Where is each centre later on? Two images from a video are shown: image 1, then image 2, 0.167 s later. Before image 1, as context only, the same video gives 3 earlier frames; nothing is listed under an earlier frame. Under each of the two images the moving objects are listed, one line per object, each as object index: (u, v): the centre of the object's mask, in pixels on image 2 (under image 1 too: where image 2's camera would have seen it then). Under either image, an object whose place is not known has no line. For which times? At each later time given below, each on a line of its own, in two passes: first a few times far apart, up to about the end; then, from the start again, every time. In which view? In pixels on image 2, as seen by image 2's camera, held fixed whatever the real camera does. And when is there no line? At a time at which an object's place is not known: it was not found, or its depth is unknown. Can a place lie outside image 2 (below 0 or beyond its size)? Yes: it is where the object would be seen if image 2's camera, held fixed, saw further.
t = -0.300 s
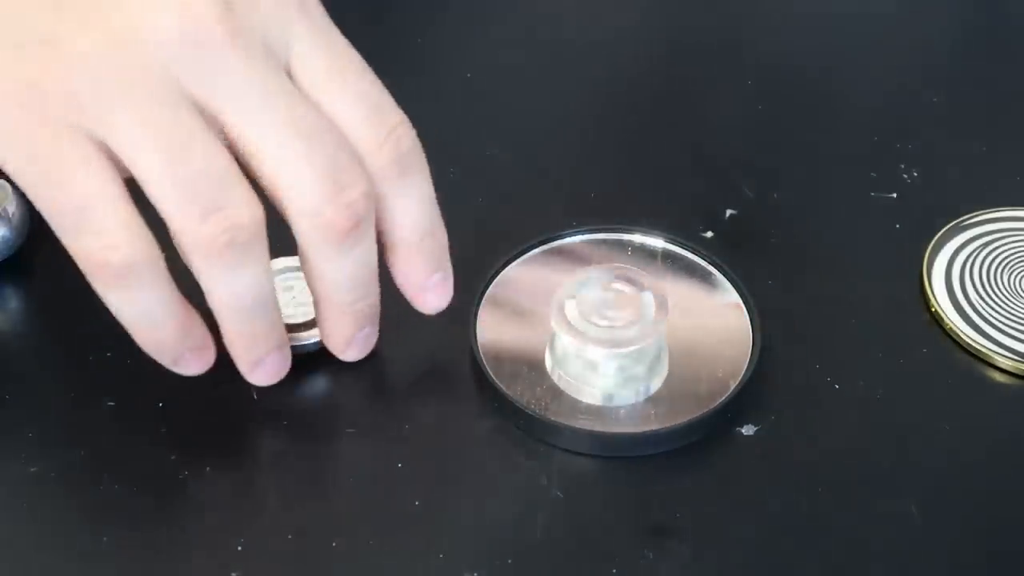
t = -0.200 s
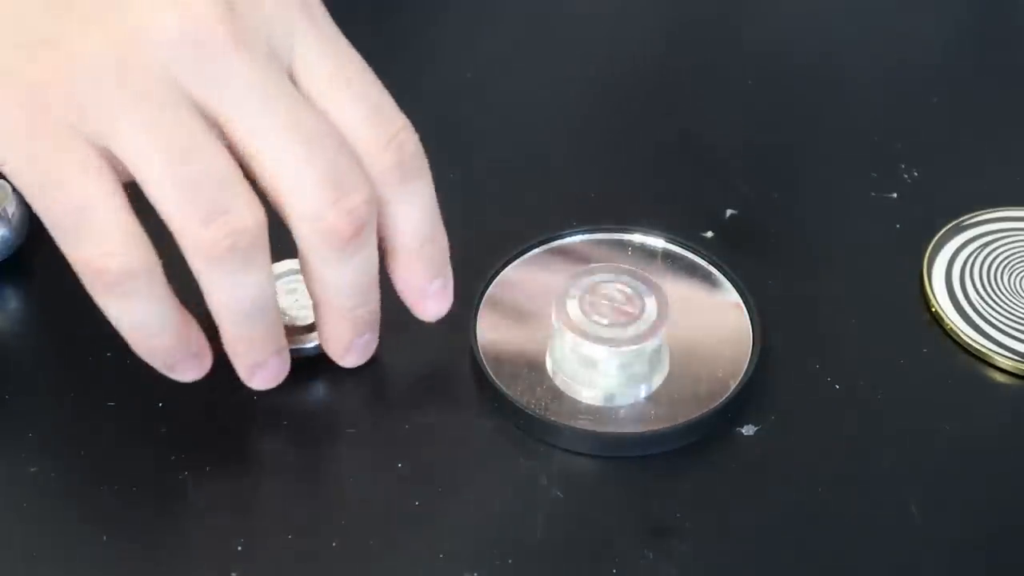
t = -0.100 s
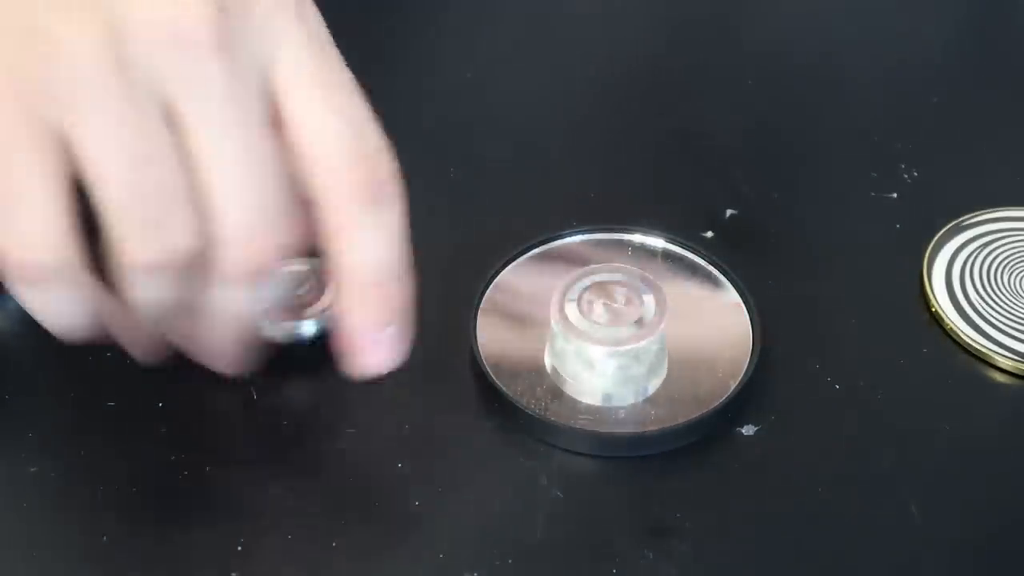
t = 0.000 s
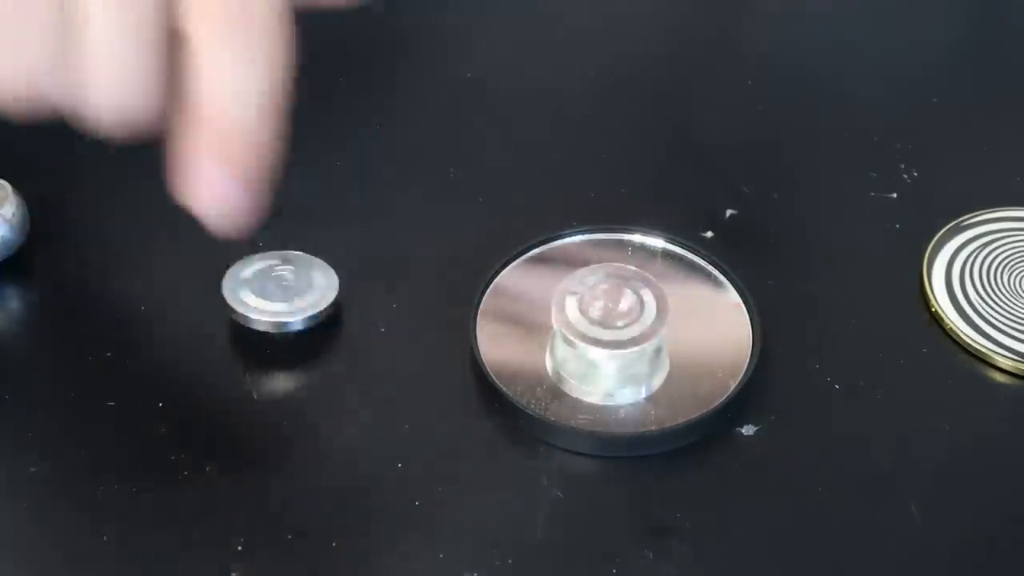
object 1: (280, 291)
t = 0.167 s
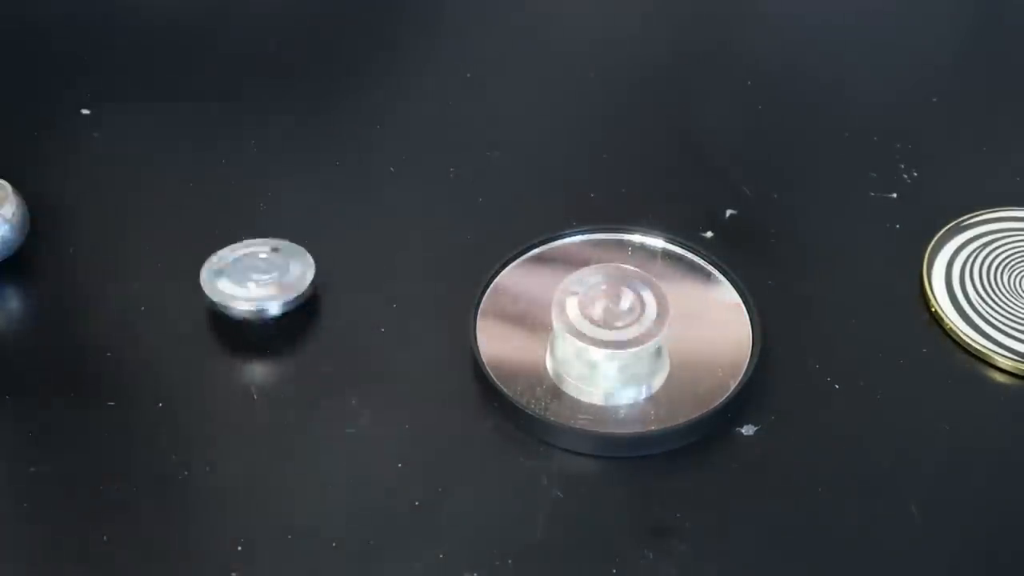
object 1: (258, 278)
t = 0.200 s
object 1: (257, 276)
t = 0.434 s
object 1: (233, 254)
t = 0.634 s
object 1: (219, 232)
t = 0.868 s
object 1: (214, 203)
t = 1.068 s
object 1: (217, 175)
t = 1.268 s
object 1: (228, 147)
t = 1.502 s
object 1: (257, 112)
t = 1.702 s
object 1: (285, 83)
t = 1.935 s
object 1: (320, 46)
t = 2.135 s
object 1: (349, 23)
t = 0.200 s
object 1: (257, 276)
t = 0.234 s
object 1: (253, 274)
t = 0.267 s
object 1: (247, 270)
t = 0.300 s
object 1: (245, 267)
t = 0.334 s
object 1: (243, 265)
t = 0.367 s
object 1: (239, 261)
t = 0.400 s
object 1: (235, 258)
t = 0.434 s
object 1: (233, 254)
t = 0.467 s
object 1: (232, 251)
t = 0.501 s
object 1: (228, 248)
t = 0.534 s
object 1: (225, 243)
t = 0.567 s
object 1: (225, 240)
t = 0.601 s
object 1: (223, 237)
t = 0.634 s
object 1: (219, 232)
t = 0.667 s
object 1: (218, 227)
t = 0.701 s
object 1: (218, 224)
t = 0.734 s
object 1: (216, 220)
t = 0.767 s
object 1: (215, 216)
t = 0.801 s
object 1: (214, 211)
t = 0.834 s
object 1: (215, 207)
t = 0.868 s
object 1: (214, 203)
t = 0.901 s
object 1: (212, 198)
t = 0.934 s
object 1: (214, 193)
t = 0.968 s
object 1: (214, 190)
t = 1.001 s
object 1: (214, 185)
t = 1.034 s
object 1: (216, 179)
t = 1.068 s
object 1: (217, 175)
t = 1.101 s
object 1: (219, 171)
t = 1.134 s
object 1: (219, 166)
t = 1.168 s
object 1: (222, 161)
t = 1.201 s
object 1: (225, 157)
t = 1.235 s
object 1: (227, 153)
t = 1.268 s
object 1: (228, 147)
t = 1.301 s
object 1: (233, 142)
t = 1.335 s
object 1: (236, 138)
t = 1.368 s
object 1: (239, 133)
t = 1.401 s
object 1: (242, 129)
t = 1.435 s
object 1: (247, 123)
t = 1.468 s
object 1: (252, 117)
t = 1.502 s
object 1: (257, 112)
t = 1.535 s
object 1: (259, 108)
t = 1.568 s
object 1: (265, 102)
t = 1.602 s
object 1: (271, 97)
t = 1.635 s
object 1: (274, 93)
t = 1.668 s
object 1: (278, 88)
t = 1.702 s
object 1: (285, 83)
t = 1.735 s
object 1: (290, 77)
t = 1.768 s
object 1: (294, 73)
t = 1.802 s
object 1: (299, 68)
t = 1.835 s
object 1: (306, 62)
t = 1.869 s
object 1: (312, 58)
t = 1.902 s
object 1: (315, 53)
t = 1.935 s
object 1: (320, 46)
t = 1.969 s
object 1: (325, 43)
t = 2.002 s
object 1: (330, 37)
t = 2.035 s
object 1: (334, 34)
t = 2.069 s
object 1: (338, 30)
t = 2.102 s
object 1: (343, 26)
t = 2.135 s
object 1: (349, 23)
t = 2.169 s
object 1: (351, 21)
